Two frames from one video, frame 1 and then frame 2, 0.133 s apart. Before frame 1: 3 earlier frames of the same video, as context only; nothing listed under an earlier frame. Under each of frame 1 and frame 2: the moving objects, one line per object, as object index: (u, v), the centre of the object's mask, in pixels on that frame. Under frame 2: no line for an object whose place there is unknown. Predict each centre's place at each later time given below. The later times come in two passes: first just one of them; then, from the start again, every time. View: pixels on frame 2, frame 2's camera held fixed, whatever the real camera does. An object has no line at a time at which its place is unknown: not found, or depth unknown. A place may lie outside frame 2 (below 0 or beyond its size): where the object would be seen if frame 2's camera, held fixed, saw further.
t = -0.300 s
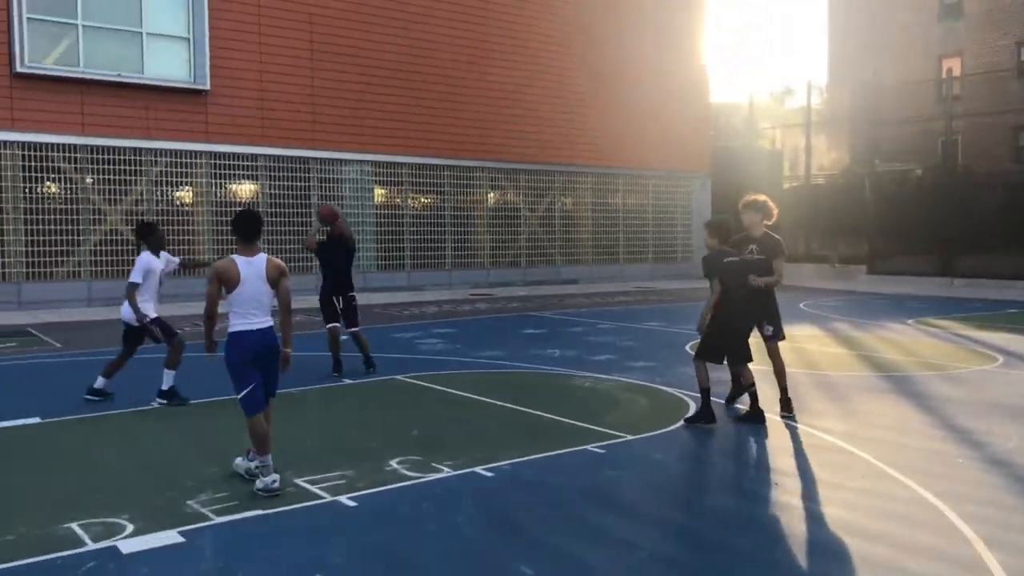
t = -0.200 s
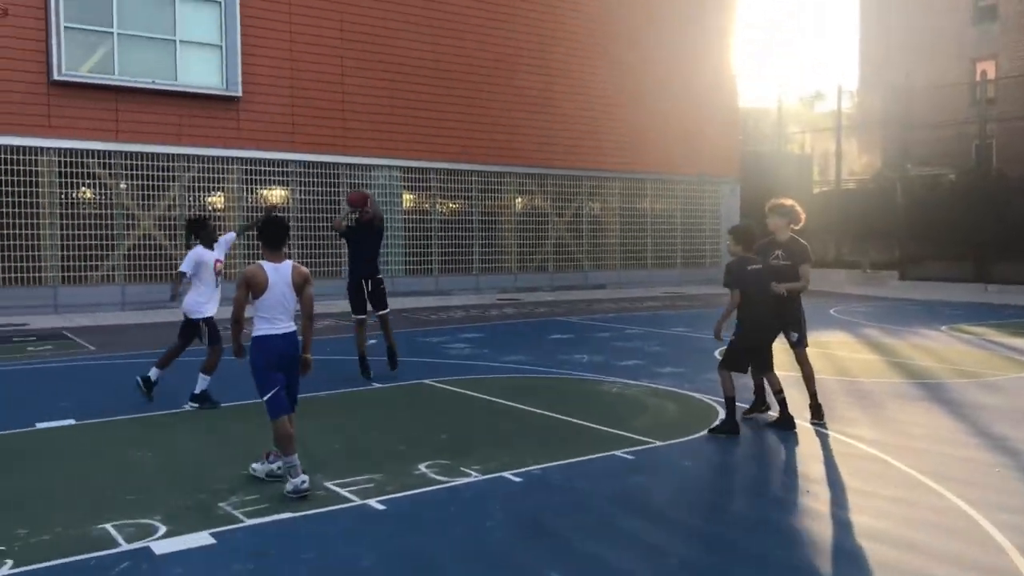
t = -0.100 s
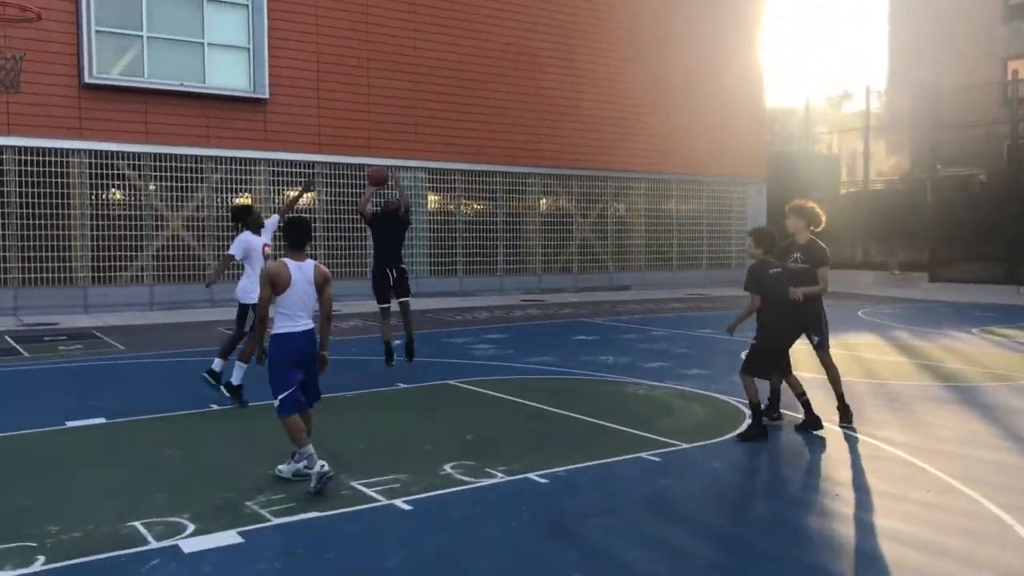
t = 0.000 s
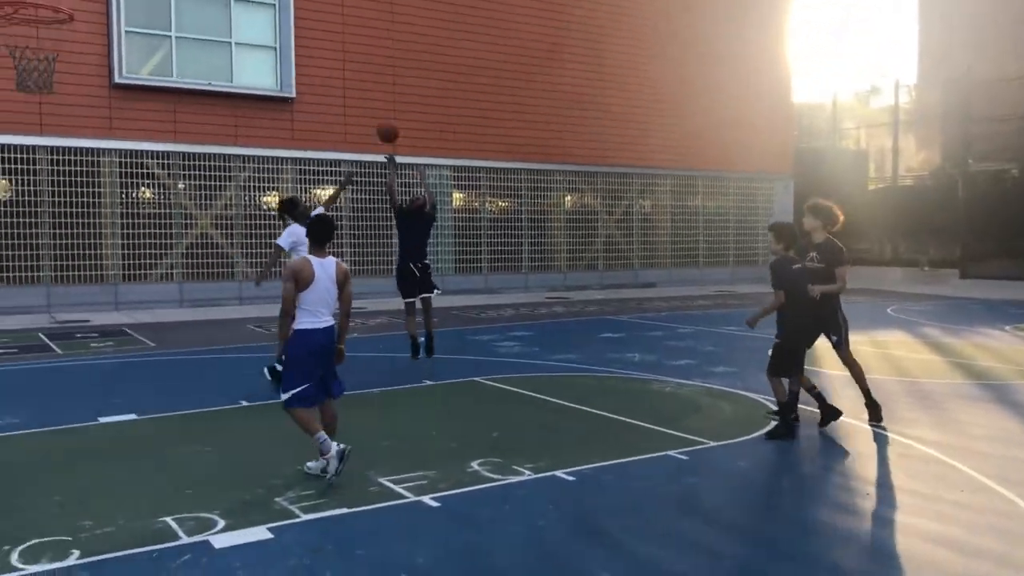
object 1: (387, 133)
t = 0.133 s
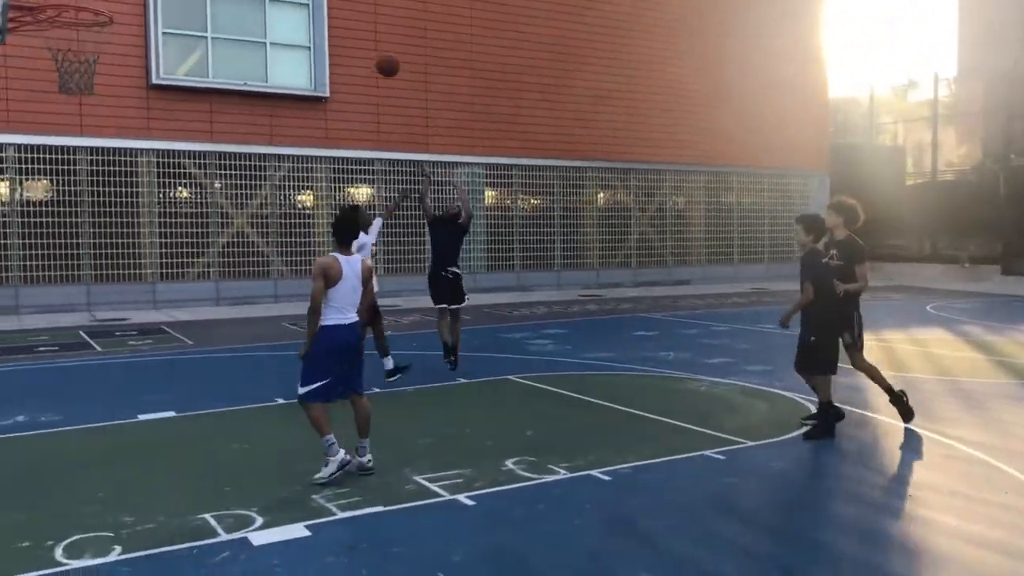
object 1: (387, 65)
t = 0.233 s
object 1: (361, 25)
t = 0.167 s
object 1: (379, 51)
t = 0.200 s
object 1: (370, 37)
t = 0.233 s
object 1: (361, 25)
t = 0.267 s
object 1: (352, 12)
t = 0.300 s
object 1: (343, 1)
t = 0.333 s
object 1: (331, -10)
